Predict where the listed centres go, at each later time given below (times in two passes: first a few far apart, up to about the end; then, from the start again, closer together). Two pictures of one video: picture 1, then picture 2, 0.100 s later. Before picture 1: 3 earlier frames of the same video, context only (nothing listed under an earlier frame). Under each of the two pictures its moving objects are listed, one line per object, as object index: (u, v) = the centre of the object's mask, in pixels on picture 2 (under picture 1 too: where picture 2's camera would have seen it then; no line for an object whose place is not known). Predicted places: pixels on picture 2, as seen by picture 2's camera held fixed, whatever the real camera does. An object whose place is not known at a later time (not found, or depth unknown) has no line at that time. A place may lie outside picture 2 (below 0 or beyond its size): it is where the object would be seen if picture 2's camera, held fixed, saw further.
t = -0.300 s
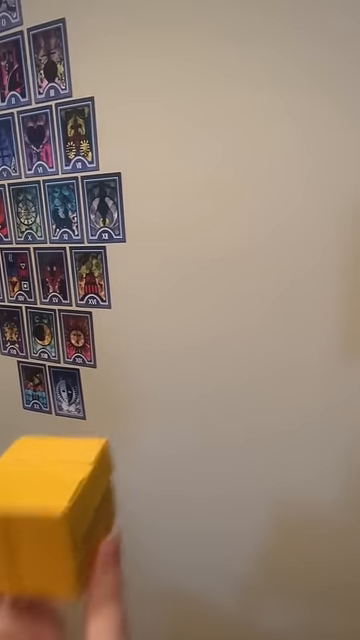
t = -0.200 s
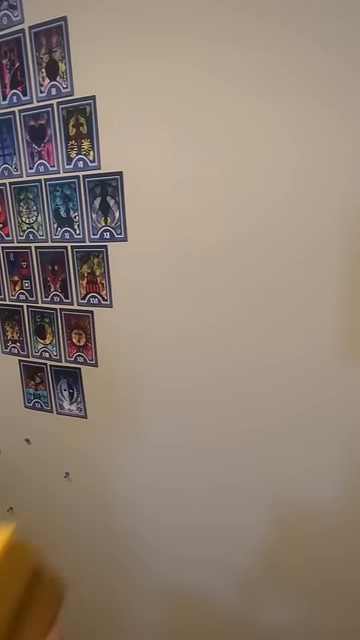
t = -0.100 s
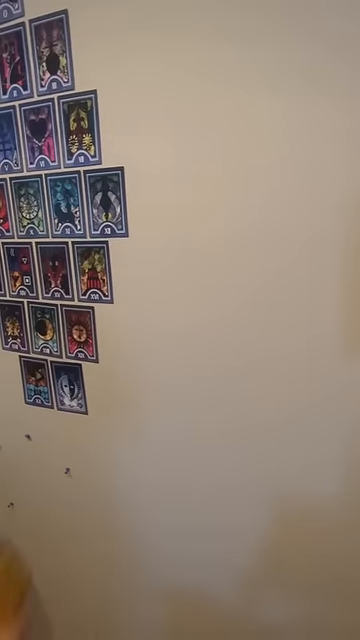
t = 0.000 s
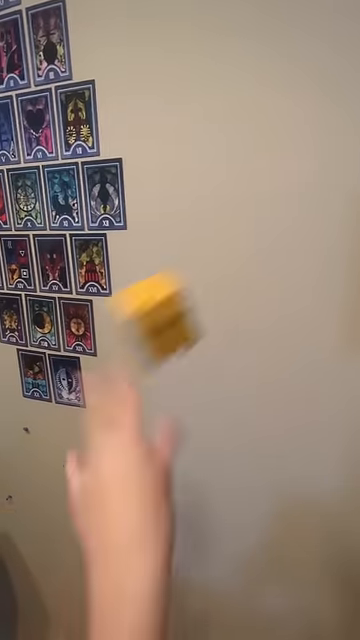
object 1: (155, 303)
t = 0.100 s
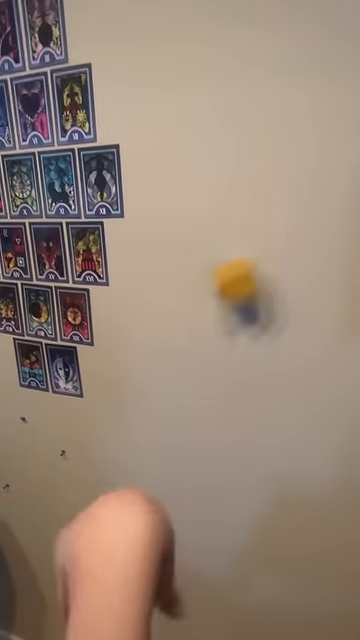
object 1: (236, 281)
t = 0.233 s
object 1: (203, 428)
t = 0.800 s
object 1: (120, 718)
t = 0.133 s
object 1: (228, 311)
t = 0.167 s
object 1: (217, 349)
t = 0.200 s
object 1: (210, 384)
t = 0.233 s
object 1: (203, 428)
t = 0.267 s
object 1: (195, 467)
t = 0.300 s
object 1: (189, 505)
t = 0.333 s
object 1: (187, 546)
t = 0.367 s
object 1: (184, 582)
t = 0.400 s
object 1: (179, 618)
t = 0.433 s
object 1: (178, 649)
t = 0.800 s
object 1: (120, 718)
